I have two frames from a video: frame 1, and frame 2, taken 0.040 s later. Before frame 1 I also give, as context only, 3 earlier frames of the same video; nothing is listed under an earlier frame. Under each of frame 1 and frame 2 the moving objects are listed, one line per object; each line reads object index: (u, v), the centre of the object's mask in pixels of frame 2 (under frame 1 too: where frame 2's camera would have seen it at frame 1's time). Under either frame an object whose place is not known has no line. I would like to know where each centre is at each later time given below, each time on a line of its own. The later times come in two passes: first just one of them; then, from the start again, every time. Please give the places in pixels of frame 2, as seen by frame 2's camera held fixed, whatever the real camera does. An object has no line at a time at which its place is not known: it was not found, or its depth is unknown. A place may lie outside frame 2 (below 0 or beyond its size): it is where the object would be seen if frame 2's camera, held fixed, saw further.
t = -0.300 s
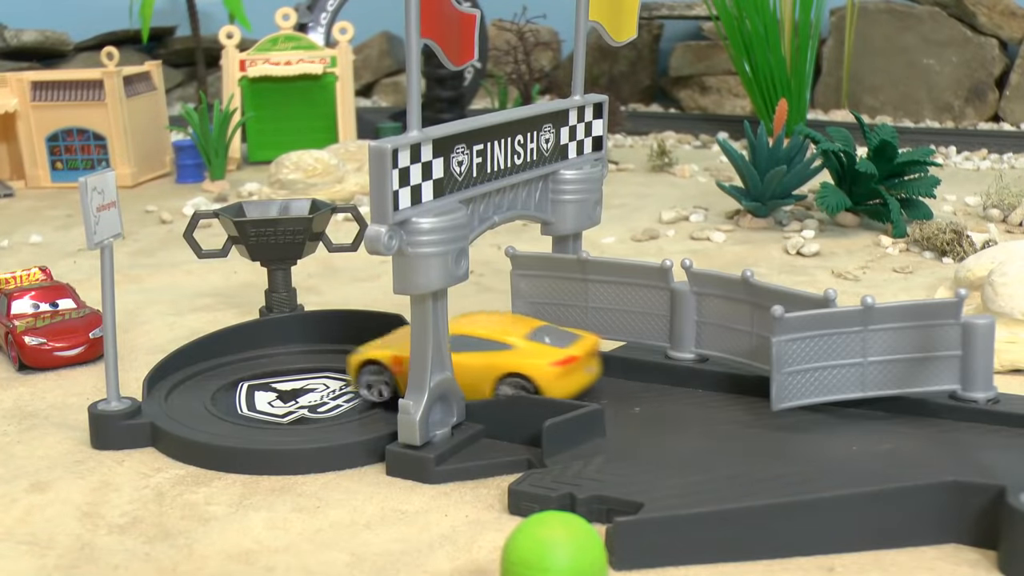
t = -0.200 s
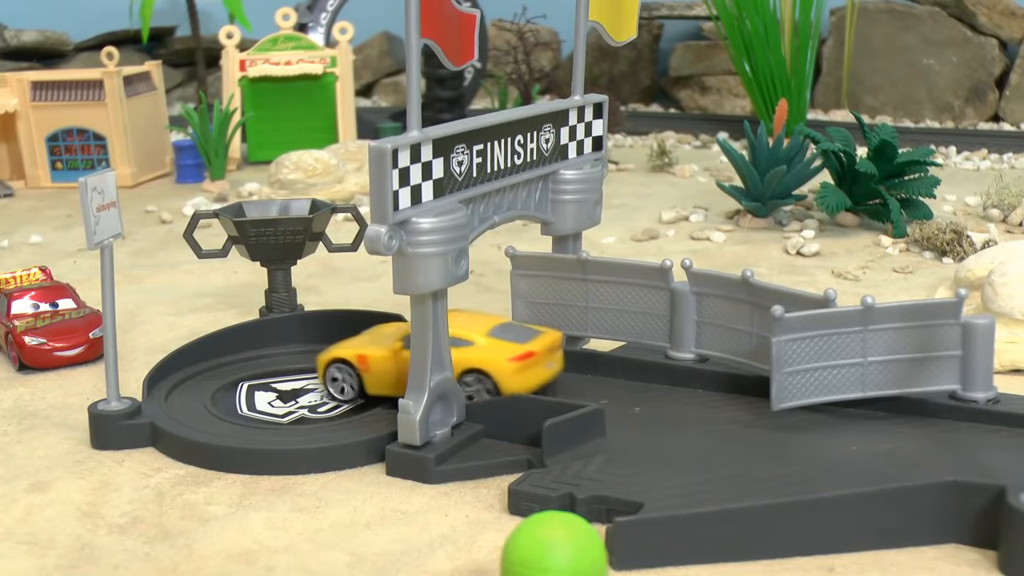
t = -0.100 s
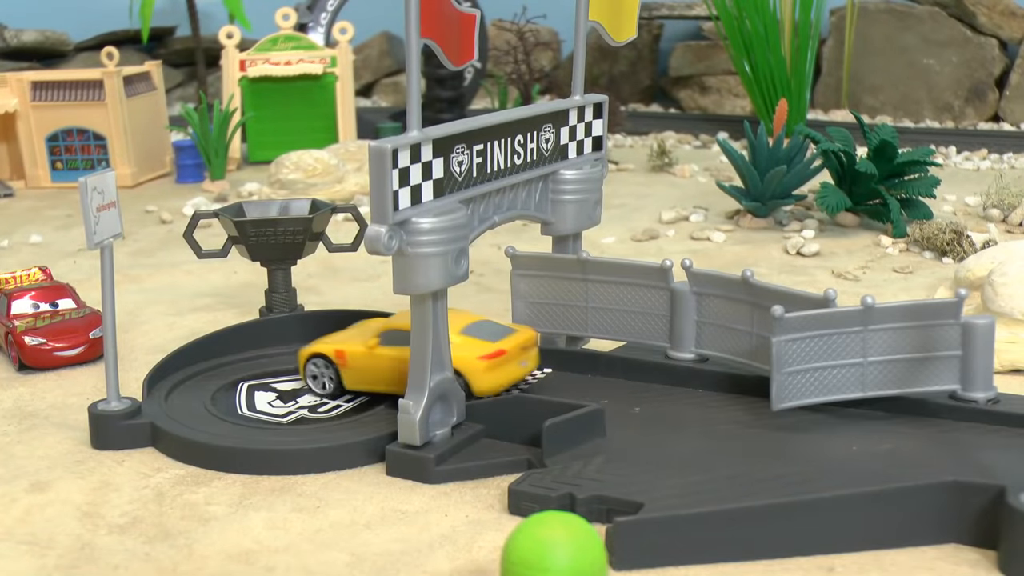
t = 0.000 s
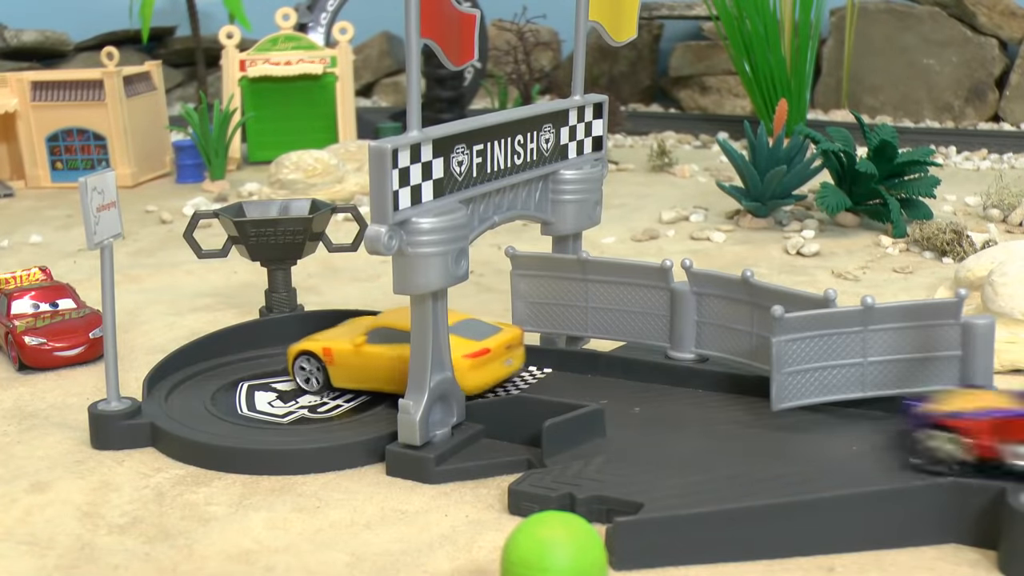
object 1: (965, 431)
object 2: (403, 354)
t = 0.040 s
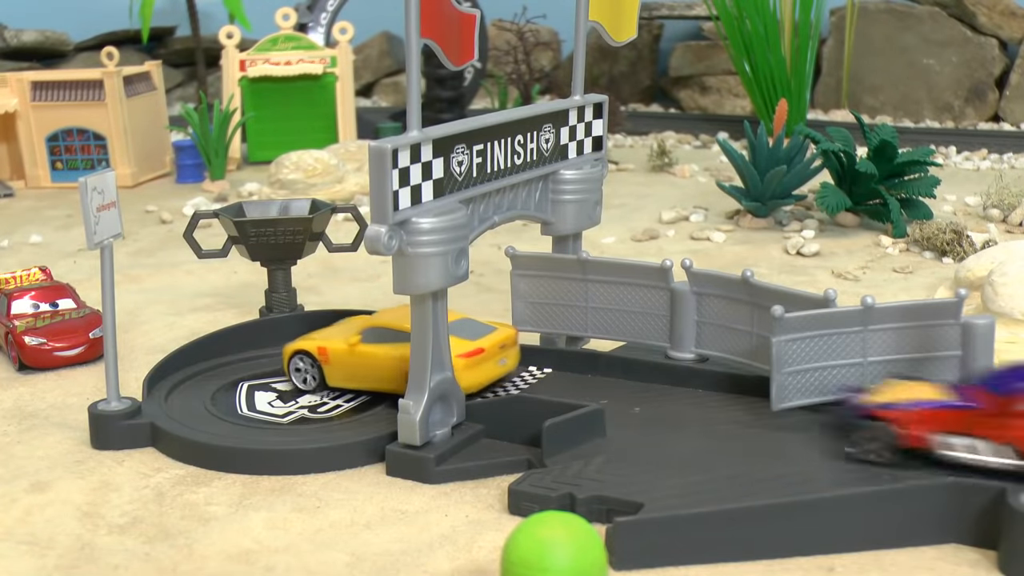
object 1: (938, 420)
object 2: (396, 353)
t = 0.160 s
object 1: (889, 422)
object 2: (379, 351)
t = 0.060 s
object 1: (928, 418)
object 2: (393, 353)
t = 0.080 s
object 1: (918, 418)
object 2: (389, 352)
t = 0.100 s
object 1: (910, 419)
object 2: (386, 352)
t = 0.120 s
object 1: (905, 420)
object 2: (384, 352)
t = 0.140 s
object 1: (897, 421)
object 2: (381, 351)
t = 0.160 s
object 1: (889, 422)
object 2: (379, 351)
